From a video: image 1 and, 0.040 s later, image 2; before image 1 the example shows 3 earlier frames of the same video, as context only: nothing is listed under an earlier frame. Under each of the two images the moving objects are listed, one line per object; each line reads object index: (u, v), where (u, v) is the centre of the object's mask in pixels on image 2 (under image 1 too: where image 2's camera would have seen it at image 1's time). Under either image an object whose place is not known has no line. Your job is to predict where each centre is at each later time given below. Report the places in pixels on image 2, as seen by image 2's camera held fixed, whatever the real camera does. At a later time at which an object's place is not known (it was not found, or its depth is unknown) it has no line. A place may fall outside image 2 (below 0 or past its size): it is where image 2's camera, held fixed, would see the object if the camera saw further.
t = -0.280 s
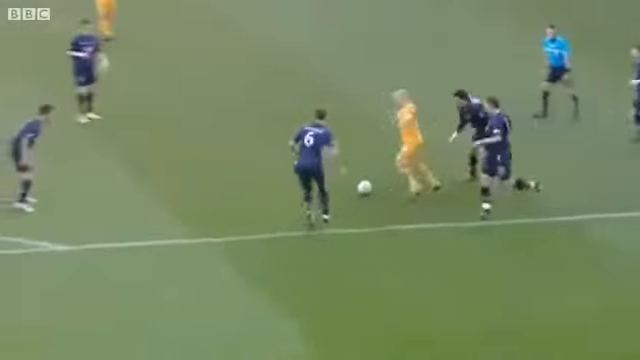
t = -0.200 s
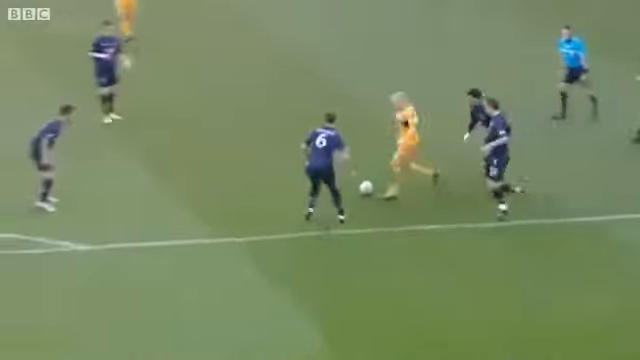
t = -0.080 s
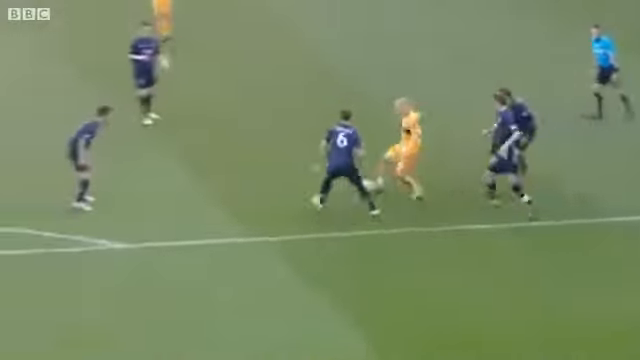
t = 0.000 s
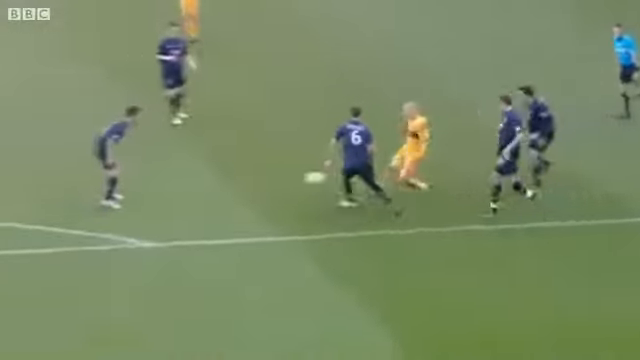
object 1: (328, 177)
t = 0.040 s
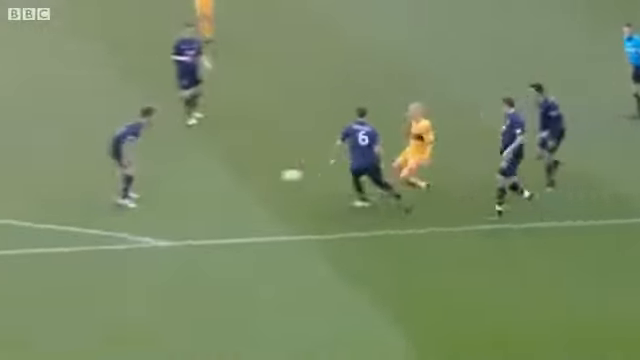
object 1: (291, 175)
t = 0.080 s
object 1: (254, 173)
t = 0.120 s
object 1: (217, 174)
